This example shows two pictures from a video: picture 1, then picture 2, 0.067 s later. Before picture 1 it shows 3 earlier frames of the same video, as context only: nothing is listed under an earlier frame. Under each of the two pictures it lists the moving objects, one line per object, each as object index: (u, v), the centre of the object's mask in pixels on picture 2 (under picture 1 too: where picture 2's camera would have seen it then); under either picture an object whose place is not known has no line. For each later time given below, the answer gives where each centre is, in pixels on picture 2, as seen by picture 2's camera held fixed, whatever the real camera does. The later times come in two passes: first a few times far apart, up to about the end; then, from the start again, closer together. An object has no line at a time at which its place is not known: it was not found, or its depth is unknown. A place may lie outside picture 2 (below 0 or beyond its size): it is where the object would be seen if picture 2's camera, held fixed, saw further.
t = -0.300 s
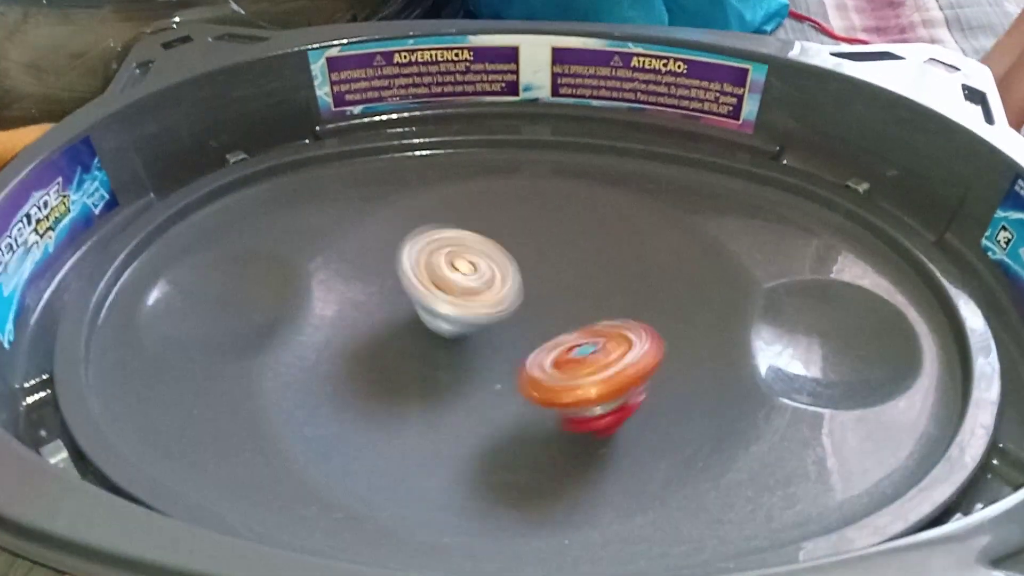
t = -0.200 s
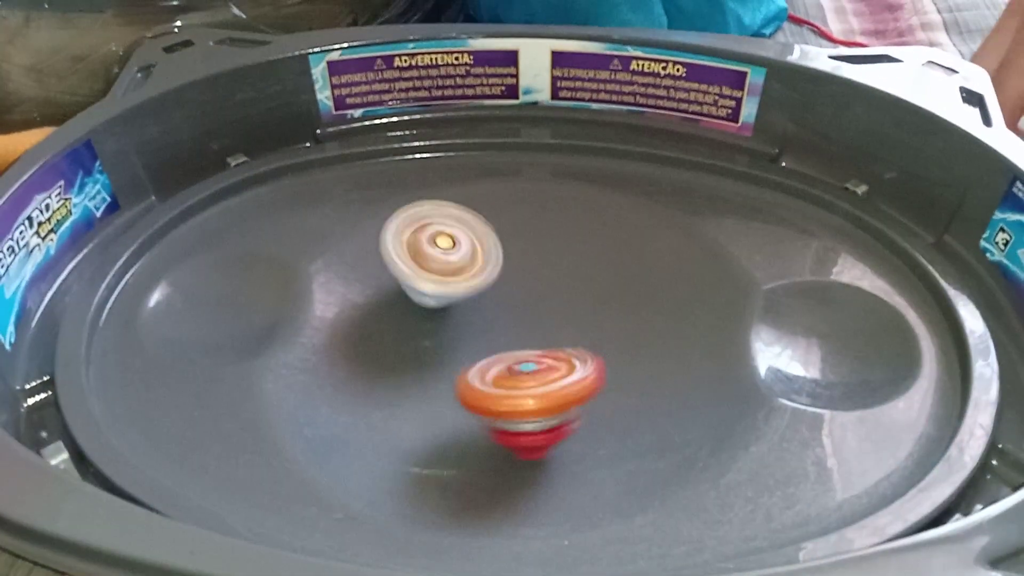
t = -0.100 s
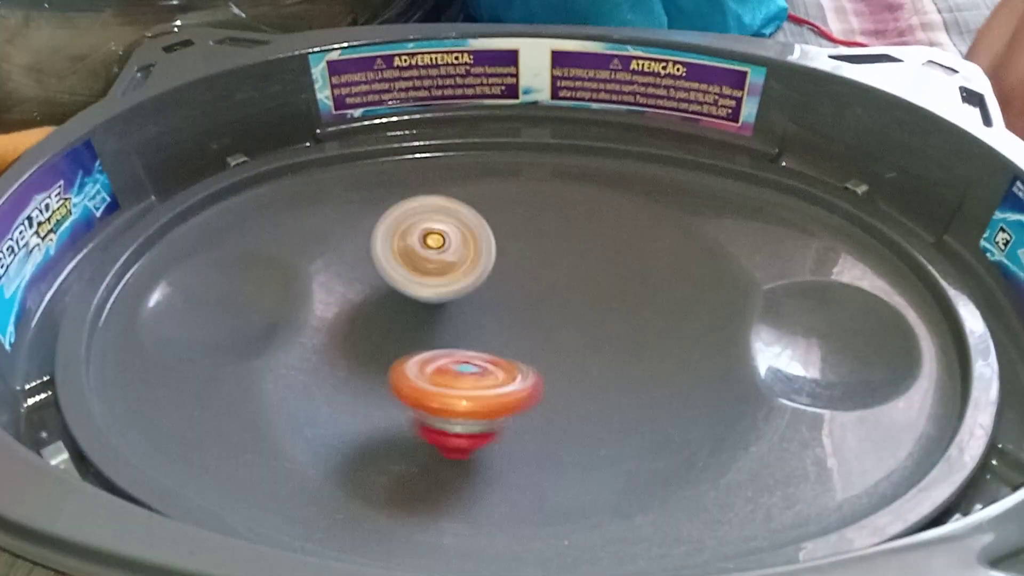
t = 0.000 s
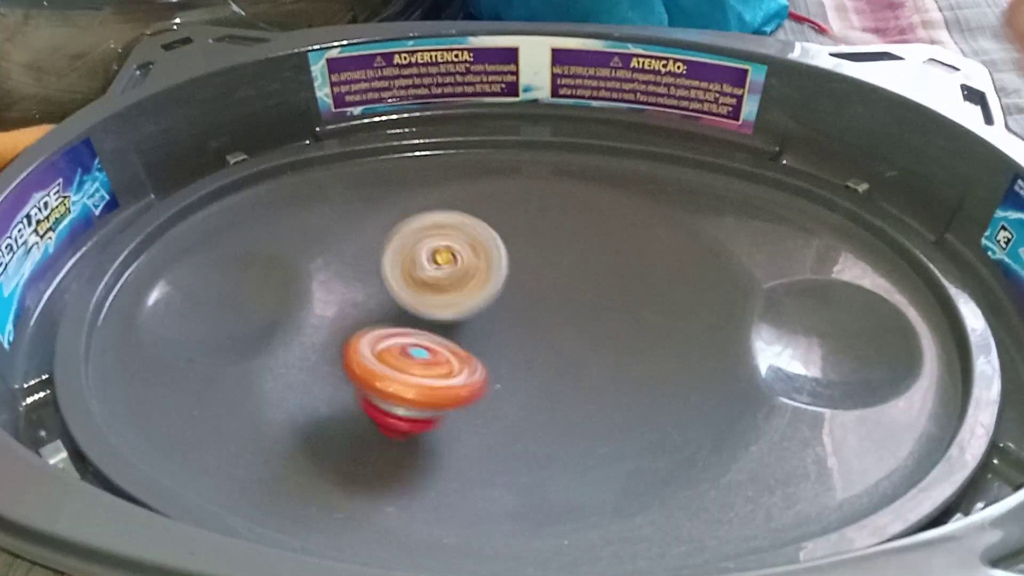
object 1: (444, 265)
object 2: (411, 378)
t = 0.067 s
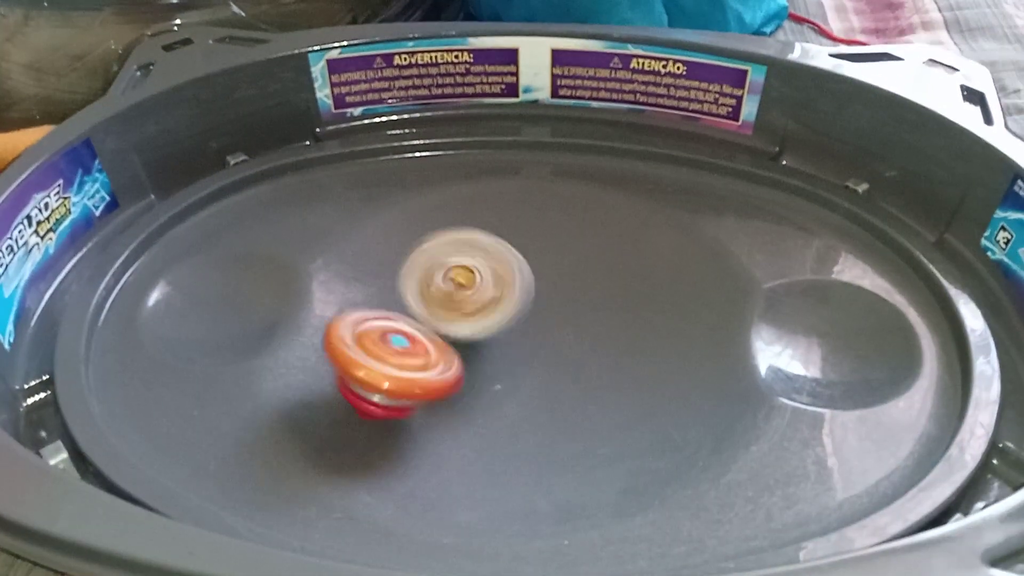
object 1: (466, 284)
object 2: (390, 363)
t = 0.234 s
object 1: (563, 321)
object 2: (375, 328)
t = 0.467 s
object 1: (654, 362)
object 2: (486, 299)
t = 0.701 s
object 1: (578, 414)
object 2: (613, 288)
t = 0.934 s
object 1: (423, 405)
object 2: (606, 338)
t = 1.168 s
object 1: (368, 292)
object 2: (489, 407)
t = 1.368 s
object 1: (396, 204)
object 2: (455, 372)
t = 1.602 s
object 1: (532, 263)
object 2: (515, 365)
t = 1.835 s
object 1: (753, 326)
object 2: (579, 429)
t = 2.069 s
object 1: (857, 426)
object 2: (528, 398)
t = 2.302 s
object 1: (744, 484)
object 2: (422, 304)
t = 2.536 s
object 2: (413, 298)
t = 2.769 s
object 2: (437, 318)
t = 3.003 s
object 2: (478, 321)
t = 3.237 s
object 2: (503, 343)
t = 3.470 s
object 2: (494, 339)
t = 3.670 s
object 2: (493, 337)
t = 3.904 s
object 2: (497, 339)
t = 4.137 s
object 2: (494, 338)
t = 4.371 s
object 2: (498, 340)
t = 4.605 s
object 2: (497, 338)
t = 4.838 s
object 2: (497, 339)
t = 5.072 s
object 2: (498, 340)
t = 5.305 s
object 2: (497, 338)
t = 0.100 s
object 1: (486, 293)
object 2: (377, 357)
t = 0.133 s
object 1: (503, 301)
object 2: (367, 349)
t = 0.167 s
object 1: (524, 308)
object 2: (367, 341)
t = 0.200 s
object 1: (544, 314)
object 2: (368, 334)
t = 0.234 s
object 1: (563, 321)
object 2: (375, 328)
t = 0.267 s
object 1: (584, 327)
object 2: (384, 321)
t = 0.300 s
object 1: (601, 334)
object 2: (395, 317)
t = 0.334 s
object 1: (619, 340)
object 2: (408, 311)
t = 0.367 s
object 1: (634, 346)
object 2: (427, 308)
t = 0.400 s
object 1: (643, 352)
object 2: (444, 305)
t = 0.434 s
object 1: (651, 357)
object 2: (464, 301)
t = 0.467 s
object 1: (654, 362)
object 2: (486, 299)
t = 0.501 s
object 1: (653, 367)
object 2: (507, 299)
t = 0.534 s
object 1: (650, 371)
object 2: (527, 296)
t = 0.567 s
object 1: (643, 375)
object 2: (549, 295)
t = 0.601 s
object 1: (631, 380)
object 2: (568, 293)
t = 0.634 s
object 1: (614, 390)
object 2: (583, 289)
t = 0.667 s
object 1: (596, 405)
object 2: (597, 287)
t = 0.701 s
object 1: (578, 414)
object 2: (613, 288)
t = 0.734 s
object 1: (555, 421)
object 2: (620, 291)
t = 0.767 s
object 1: (533, 426)
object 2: (625, 293)
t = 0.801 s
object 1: (510, 428)
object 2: (630, 299)
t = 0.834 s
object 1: (487, 426)
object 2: (630, 305)
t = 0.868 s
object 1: (462, 422)
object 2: (626, 315)
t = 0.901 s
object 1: (443, 415)
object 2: (618, 326)
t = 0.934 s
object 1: (423, 405)
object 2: (606, 338)
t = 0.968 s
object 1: (409, 394)
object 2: (593, 350)
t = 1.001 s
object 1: (395, 381)
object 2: (577, 361)
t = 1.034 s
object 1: (388, 368)
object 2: (558, 369)
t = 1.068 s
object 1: (381, 353)
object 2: (534, 375)
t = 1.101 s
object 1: (380, 339)
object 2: (512, 380)
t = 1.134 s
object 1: (372, 322)
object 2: (498, 396)
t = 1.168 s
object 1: (368, 292)
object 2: (489, 407)
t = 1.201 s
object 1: (366, 269)
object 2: (482, 403)
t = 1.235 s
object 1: (370, 248)
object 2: (472, 399)
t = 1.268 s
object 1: (376, 231)
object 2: (460, 394)
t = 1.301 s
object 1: (382, 217)
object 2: (454, 387)
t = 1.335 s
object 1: (387, 210)
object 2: (451, 381)
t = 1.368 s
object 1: (396, 204)
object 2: (455, 372)
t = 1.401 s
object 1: (408, 202)
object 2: (461, 365)
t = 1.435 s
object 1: (421, 207)
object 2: (469, 359)
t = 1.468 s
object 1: (435, 216)
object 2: (478, 356)
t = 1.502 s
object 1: (452, 225)
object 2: (488, 355)
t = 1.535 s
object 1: (473, 237)
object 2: (498, 355)
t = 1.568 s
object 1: (496, 247)
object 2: (508, 355)
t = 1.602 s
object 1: (532, 263)
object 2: (515, 365)
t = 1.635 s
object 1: (570, 276)
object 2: (518, 383)
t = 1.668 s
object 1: (610, 288)
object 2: (528, 399)
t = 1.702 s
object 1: (646, 298)
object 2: (539, 409)
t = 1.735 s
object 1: (677, 303)
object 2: (555, 418)
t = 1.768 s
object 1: (709, 309)
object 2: (566, 424)
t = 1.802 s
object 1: (729, 317)
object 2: (574, 426)
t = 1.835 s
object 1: (753, 326)
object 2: (579, 429)
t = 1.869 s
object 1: (785, 337)
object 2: (583, 431)
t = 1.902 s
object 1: (816, 348)
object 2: (586, 432)
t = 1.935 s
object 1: (841, 362)
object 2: (580, 427)
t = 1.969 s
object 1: (863, 388)
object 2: (572, 419)
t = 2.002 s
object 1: (868, 404)
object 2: (564, 413)
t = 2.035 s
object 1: (870, 416)
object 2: (549, 407)
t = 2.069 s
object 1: (857, 426)
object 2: (528, 398)
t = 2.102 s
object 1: (846, 435)
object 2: (513, 384)
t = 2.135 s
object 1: (835, 443)
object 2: (497, 370)
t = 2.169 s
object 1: (820, 452)
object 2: (480, 355)
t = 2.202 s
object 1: (803, 463)
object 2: (464, 341)
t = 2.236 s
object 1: (785, 468)
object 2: (449, 327)
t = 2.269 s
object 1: (768, 475)
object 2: (434, 314)
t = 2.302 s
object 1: (744, 484)
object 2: (422, 304)
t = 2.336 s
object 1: (716, 490)
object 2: (411, 296)
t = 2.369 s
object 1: (688, 495)
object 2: (403, 291)
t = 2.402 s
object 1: (663, 498)
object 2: (398, 287)
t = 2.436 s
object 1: (638, 501)
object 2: (398, 287)
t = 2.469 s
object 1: (613, 504)
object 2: (401, 289)
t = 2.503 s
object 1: (585, 500)
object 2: (407, 292)
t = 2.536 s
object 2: (413, 298)
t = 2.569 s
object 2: (420, 306)
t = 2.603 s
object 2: (428, 317)
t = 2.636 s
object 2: (432, 328)
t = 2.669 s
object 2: (435, 332)
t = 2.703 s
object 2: (438, 331)
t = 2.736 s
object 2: (440, 327)
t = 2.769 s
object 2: (437, 318)
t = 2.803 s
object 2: (437, 313)
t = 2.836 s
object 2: (441, 312)
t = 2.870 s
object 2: (444, 315)
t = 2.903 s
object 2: (450, 314)
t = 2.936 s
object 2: (458, 315)
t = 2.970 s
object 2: (467, 317)
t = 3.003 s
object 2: (478, 321)
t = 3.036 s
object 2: (489, 326)
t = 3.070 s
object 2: (497, 331)
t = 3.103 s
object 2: (501, 336)
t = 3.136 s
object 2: (504, 340)
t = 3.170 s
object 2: (504, 342)
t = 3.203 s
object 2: (504, 343)
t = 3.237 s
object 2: (503, 343)
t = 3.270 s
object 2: (500, 342)
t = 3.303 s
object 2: (497, 342)
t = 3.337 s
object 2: (494, 341)
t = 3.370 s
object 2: (494, 341)
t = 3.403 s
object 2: (494, 341)
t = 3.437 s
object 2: (493, 340)
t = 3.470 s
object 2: (494, 339)
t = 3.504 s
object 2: (495, 339)
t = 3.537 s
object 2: (495, 339)
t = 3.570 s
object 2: (495, 339)
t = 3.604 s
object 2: (495, 339)
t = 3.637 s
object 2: (494, 338)
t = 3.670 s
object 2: (493, 337)
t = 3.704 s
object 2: (492, 336)
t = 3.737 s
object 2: (491, 335)
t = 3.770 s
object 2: (491, 335)
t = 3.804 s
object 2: (491, 336)
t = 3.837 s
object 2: (493, 337)
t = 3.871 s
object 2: (495, 338)
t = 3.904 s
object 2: (497, 339)
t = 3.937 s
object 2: (498, 339)
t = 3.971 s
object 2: (499, 340)
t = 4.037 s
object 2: (497, 339)
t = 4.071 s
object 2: (496, 338)
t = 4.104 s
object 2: (495, 338)
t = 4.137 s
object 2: (494, 338)
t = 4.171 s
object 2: (494, 338)
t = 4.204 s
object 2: (495, 338)
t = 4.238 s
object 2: (495, 339)
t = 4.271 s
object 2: (496, 340)
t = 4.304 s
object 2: (497, 340)
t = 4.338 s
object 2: (498, 340)
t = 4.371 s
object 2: (498, 340)
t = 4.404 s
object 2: (498, 341)
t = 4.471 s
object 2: (498, 339)
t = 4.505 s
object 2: (498, 339)
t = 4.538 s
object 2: (497, 339)
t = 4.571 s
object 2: (497, 339)
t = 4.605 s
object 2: (497, 338)
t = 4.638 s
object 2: (497, 338)
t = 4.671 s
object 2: (497, 338)
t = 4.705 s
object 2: (497, 338)
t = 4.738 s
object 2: (497, 338)
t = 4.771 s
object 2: (497, 338)
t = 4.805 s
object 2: (497, 339)
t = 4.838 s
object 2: (497, 339)
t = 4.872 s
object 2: (497, 339)
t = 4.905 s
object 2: (497, 339)
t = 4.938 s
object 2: (497, 339)
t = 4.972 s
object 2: (498, 340)
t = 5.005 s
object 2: (498, 340)
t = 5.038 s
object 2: (498, 340)
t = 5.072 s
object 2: (498, 340)
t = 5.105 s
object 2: (498, 340)
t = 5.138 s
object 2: (497, 339)
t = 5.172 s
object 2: (497, 339)
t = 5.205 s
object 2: (497, 339)
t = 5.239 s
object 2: (497, 339)
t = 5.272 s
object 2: (497, 339)
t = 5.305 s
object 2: (497, 338)
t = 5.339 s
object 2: (497, 339)
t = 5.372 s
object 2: (497, 339)
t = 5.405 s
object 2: (497, 339)
